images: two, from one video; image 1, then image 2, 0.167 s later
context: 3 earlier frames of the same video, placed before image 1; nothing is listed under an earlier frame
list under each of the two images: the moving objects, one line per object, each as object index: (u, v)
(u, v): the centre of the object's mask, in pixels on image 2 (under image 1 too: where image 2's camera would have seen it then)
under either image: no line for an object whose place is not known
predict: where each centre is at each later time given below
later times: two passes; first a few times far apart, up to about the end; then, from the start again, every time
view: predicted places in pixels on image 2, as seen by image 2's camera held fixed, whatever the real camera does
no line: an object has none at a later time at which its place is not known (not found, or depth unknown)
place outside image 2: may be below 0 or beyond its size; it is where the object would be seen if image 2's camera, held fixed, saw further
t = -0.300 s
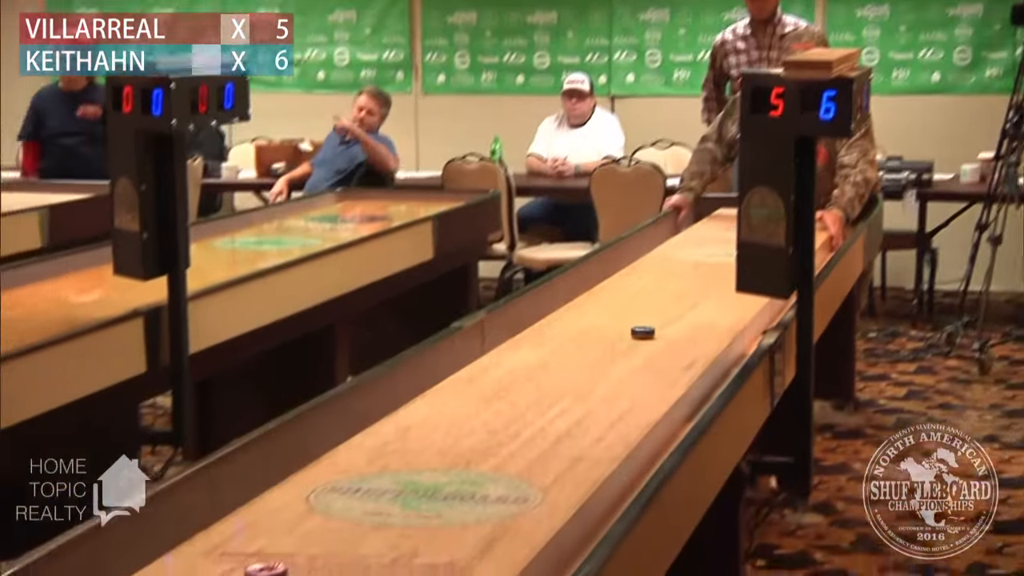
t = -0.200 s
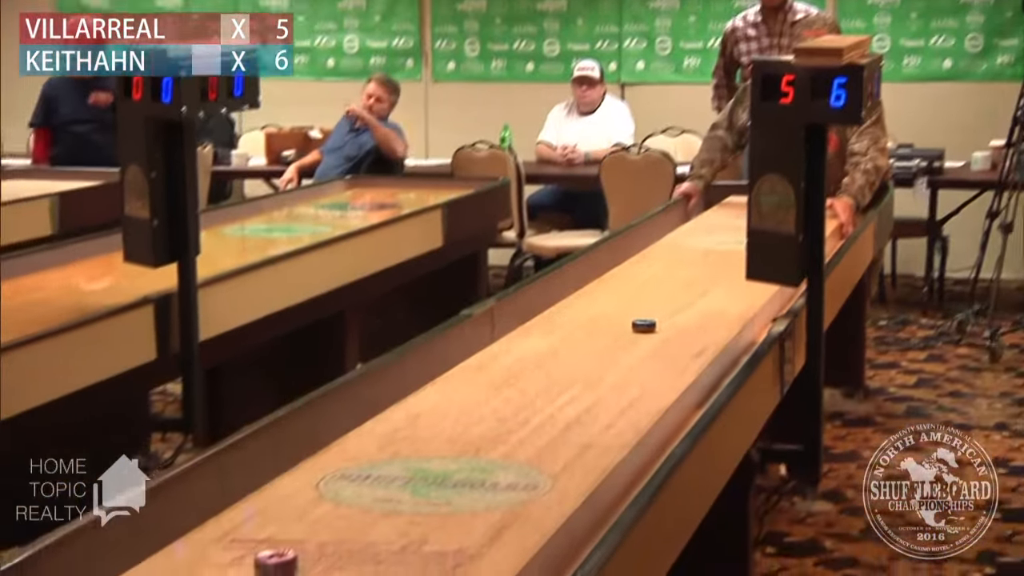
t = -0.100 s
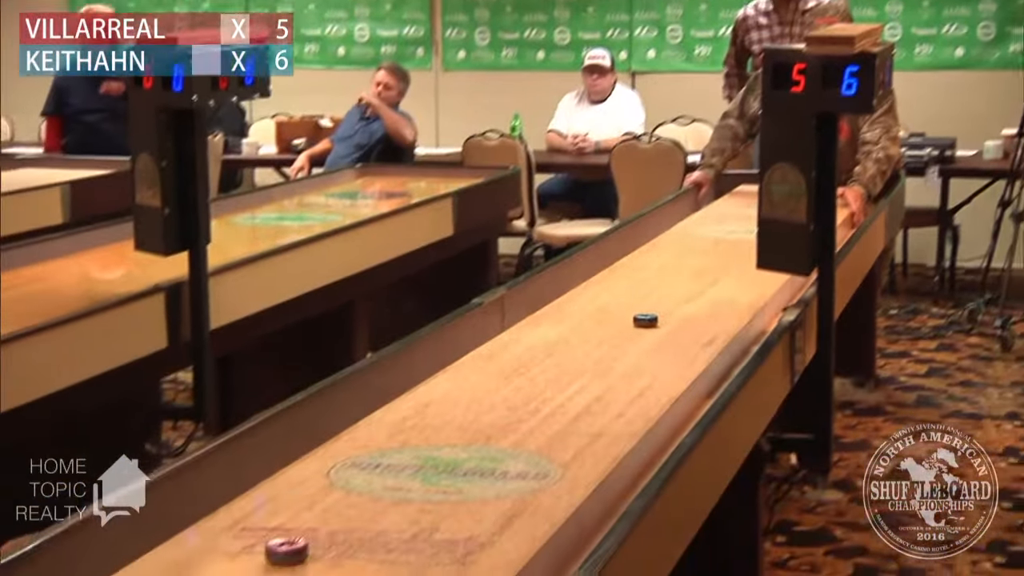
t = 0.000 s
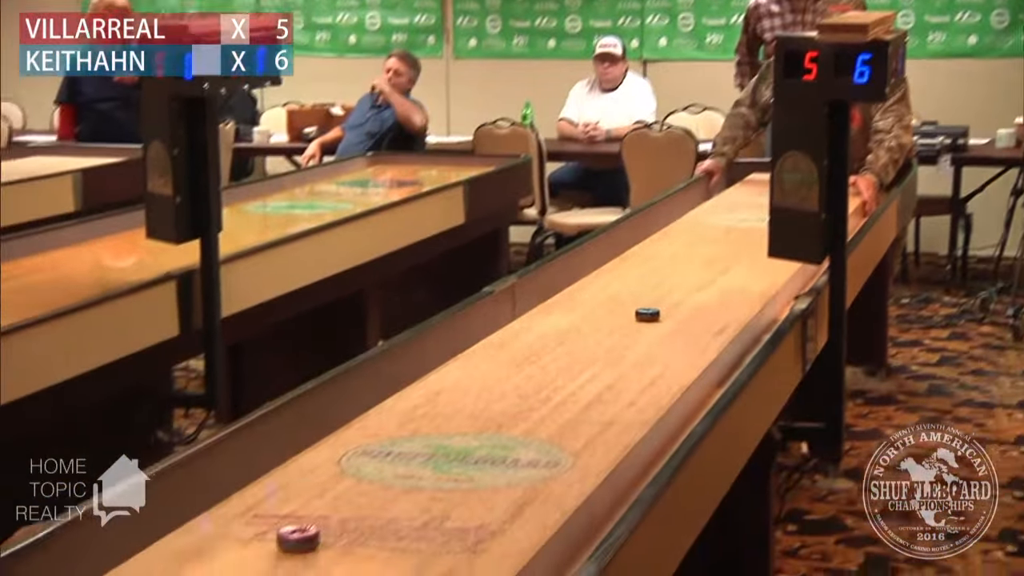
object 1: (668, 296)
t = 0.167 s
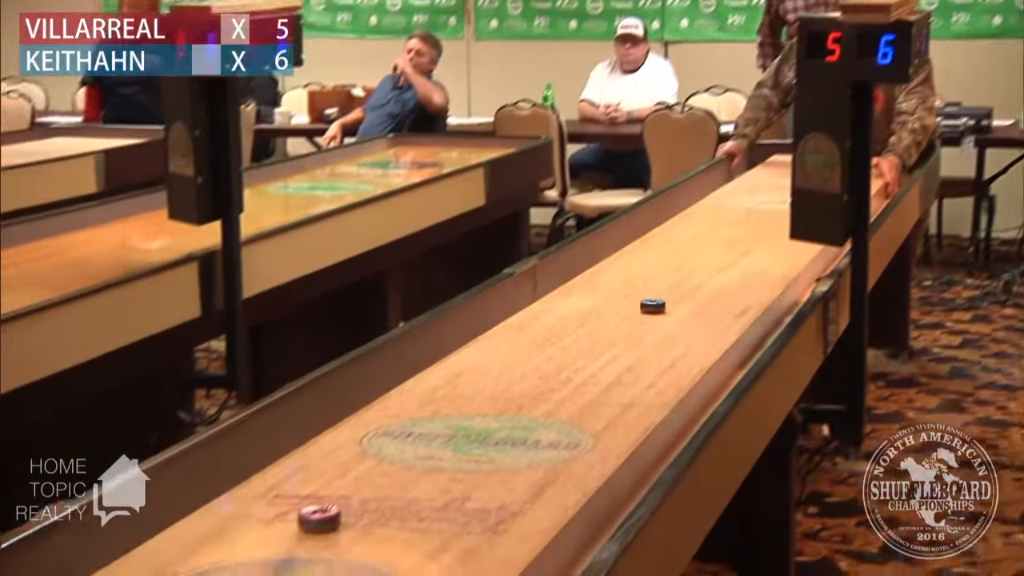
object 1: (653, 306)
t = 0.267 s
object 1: (643, 312)
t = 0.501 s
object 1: (619, 327)
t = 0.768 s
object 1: (591, 345)
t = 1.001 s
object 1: (566, 361)
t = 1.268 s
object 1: (534, 380)
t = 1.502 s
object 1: (505, 398)
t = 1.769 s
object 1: (471, 419)
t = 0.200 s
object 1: (649, 308)
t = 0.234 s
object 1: (646, 310)
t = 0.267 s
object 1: (643, 312)
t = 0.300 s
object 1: (639, 314)
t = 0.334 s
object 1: (636, 316)
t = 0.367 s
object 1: (633, 318)
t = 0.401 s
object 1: (630, 320)
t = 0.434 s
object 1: (626, 322)
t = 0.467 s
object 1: (623, 324)
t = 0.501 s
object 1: (619, 327)
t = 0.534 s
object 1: (616, 329)
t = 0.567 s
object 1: (612, 331)
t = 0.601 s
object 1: (609, 334)
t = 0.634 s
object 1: (605, 336)
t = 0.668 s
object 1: (602, 338)
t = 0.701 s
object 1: (599, 340)
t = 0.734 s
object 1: (595, 342)
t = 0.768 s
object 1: (591, 345)
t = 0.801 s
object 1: (588, 347)
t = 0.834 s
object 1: (584, 349)
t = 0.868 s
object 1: (580, 352)
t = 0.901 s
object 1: (576, 354)
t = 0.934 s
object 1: (573, 356)
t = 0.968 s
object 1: (569, 359)
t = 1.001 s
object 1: (566, 361)
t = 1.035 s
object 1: (561, 364)
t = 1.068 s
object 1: (558, 366)
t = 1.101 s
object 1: (554, 368)
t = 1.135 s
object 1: (550, 371)
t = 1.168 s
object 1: (546, 373)
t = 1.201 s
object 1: (542, 375)
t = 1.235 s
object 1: (538, 378)
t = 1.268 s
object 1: (534, 380)
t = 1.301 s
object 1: (530, 382)
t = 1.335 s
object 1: (526, 385)
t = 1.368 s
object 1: (522, 387)
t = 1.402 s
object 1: (518, 390)
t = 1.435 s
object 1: (514, 393)
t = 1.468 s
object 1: (509, 396)
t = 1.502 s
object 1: (505, 398)
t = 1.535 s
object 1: (501, 400)
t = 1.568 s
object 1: (497, 403)
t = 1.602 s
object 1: (493, 406)
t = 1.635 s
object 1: (489, 408)
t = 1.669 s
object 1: (484, 411)
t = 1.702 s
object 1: (480, 413)
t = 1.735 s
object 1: (476, 416)
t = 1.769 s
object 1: (471, 419)
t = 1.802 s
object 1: (467, 422)
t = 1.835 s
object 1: (462, 424)
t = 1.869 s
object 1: (458, 427)
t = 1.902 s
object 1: (453, 430)
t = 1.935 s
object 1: (449, 433)
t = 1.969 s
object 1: (444, 435)
